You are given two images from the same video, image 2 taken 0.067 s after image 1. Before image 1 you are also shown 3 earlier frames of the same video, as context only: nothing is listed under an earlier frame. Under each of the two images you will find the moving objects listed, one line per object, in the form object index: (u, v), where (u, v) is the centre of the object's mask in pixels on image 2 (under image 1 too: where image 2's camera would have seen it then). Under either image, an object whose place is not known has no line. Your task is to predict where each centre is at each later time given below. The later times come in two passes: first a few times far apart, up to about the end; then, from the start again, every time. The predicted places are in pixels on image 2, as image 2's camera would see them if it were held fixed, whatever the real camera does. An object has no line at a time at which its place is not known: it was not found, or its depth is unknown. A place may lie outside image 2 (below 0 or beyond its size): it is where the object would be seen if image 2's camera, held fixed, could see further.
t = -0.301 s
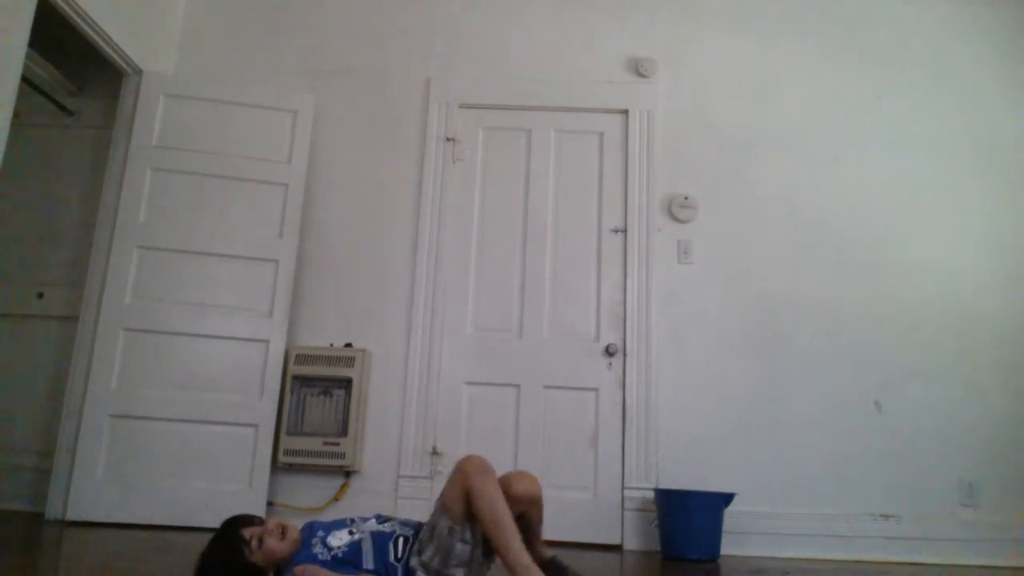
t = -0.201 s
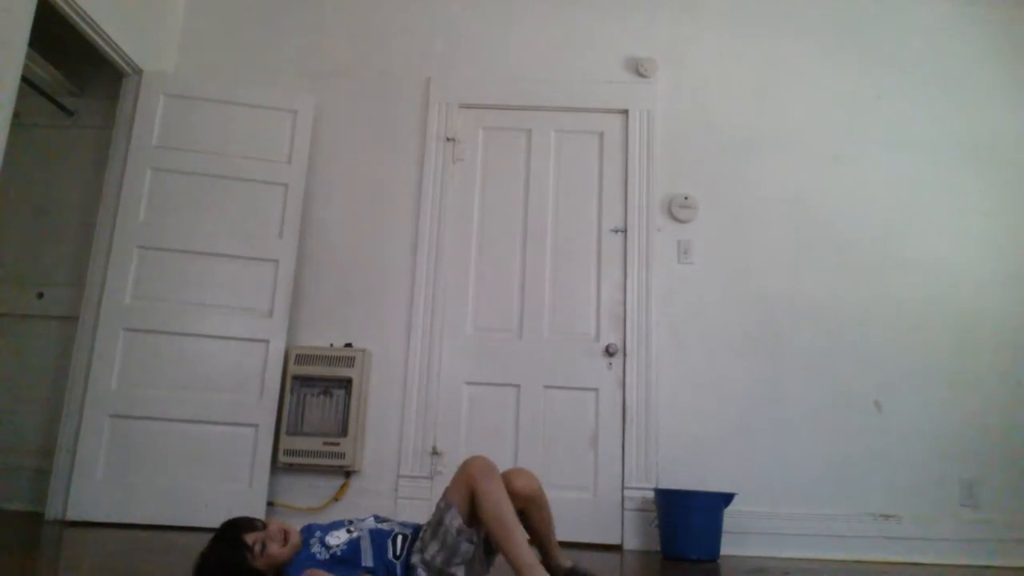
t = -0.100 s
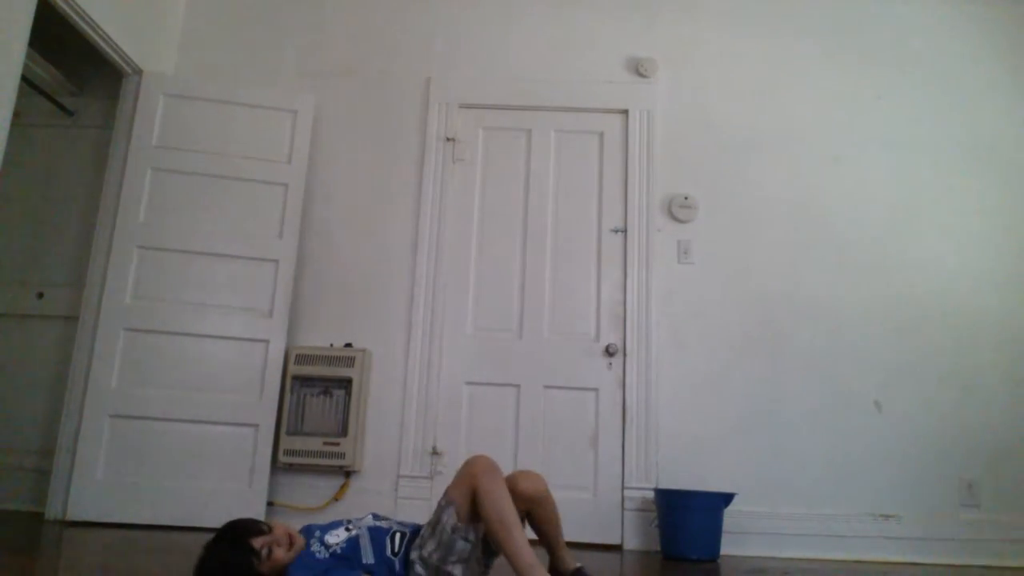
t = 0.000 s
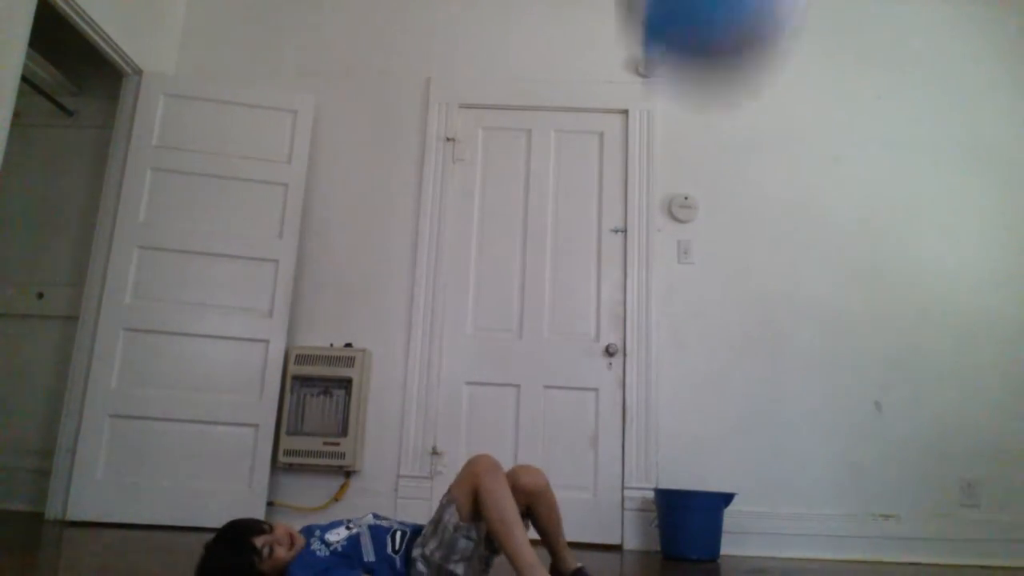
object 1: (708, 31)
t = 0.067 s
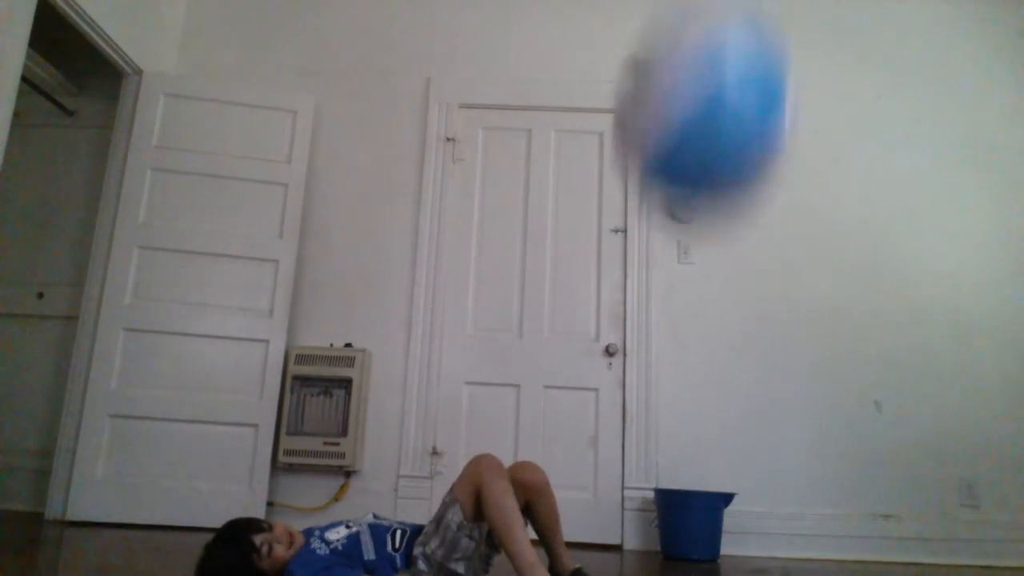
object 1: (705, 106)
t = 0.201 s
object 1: (690, 389)
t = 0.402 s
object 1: (671, 453)
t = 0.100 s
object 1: (704, 176)
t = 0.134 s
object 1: (700, 250)
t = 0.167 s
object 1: (694, 329)
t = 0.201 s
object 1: (690, 389)
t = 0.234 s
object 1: (683, 468)
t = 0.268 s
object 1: (678, 515)
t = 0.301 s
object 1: (672, 534)
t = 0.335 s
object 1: (673, 512)
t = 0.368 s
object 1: (672, 484)
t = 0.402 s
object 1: (671, 453)
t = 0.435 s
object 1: (669, 427)
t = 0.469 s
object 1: (669, 407)
